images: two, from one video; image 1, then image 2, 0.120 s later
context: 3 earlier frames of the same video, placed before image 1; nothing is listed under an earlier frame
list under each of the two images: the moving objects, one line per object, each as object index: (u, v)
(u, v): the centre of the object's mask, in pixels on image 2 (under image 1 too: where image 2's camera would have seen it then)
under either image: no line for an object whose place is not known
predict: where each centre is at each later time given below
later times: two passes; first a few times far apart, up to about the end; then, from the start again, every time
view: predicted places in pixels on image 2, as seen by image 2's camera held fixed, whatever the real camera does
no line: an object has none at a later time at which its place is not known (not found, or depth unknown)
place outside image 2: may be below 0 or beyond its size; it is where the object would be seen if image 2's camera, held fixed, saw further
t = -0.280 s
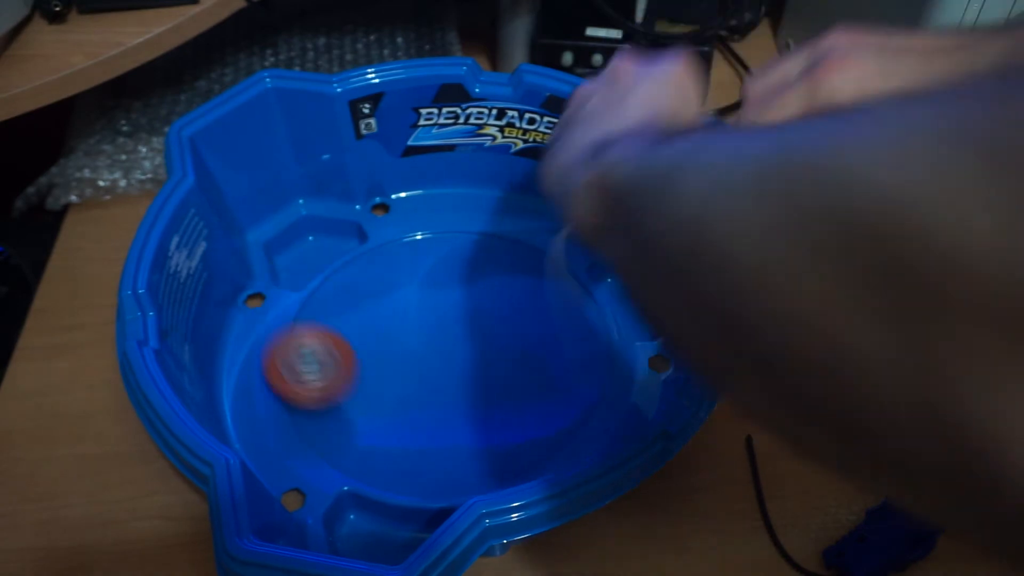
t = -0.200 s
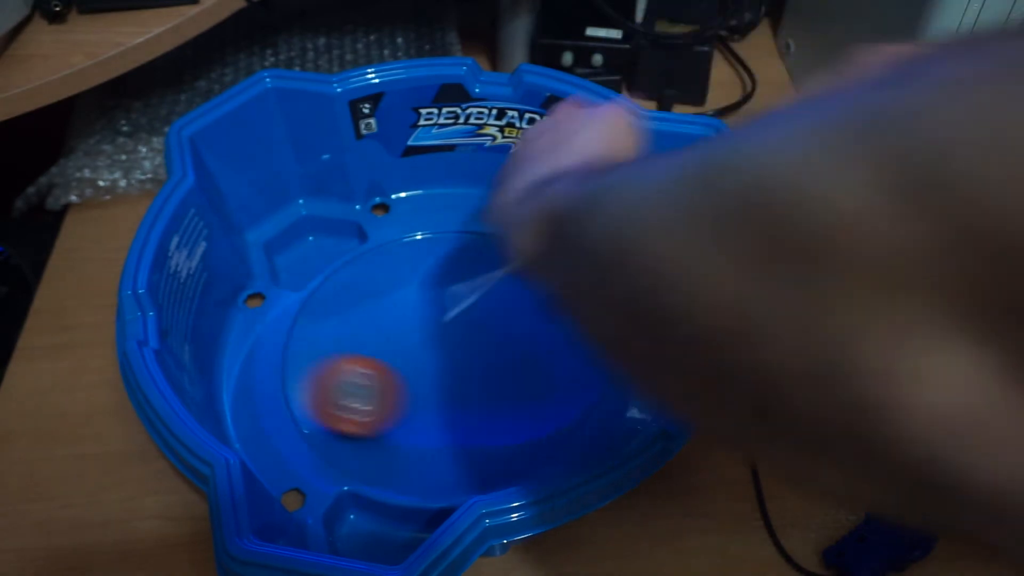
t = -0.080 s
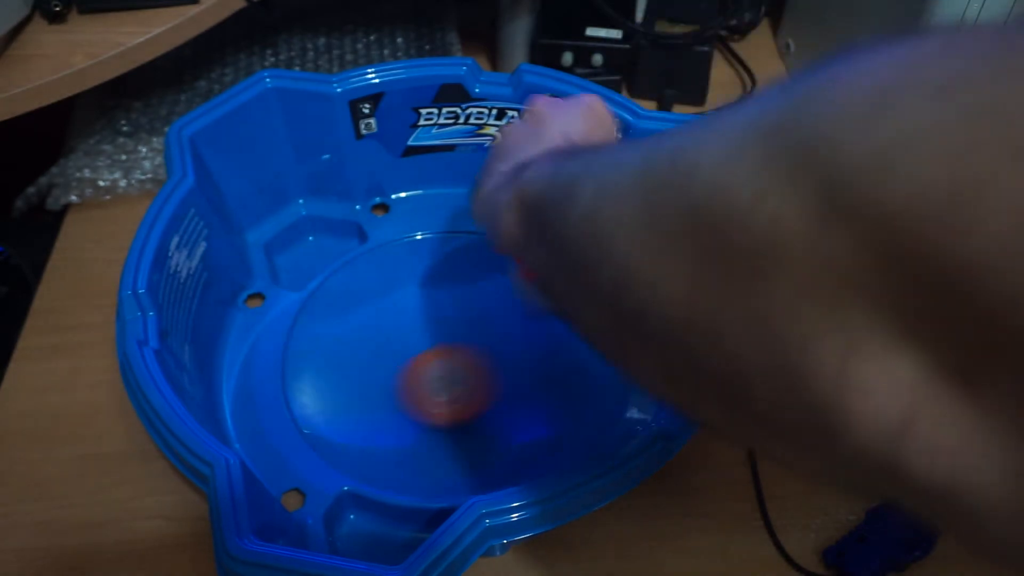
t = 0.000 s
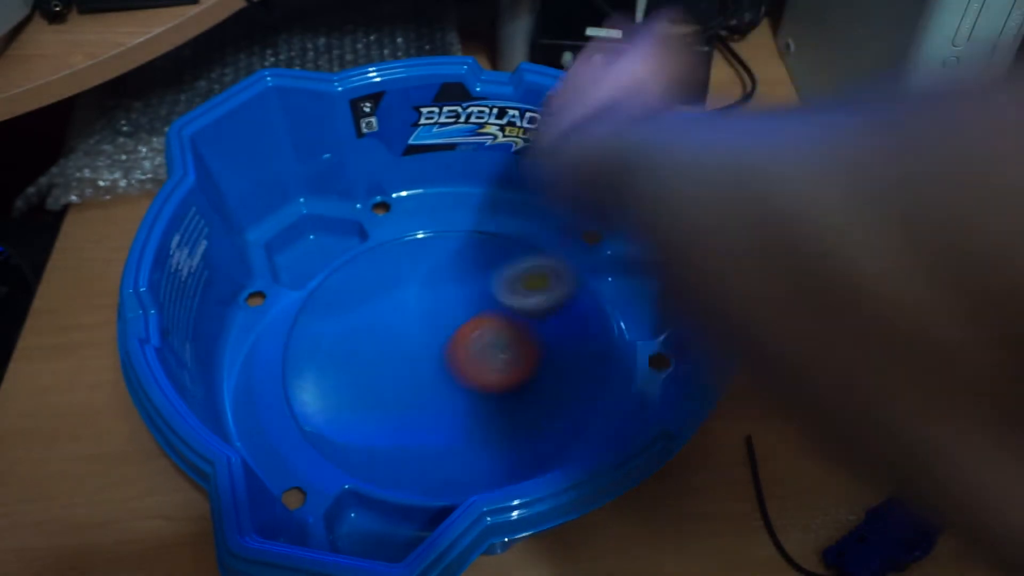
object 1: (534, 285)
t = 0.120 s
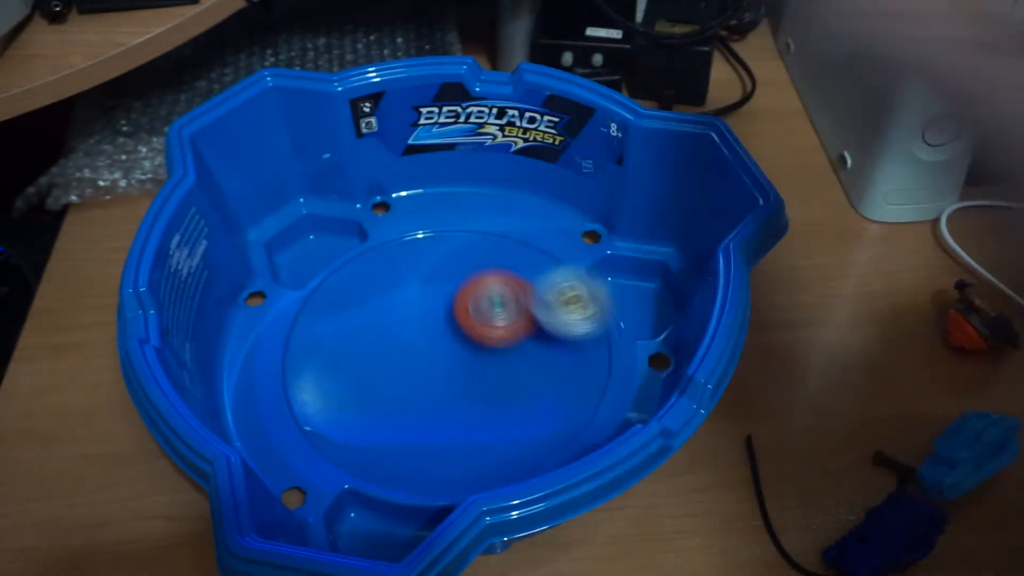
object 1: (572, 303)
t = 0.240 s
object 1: (612, 354)
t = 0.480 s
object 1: (497, 401)
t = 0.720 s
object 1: (521, 285)
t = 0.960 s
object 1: (578, 354)
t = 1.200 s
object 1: (566, 384)
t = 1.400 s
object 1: (500, 394)
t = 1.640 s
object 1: (521, 278)
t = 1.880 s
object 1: (565, 346)
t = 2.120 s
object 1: (373, 328)
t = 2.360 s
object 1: (346, 222)
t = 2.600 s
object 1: (304, 231)
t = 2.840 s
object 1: (299, 239)
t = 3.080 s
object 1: (310, 233)
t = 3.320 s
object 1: (295, 240)
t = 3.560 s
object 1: (311, 233)
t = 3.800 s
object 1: (301, 240)
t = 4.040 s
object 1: (298, 243)
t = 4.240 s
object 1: (300, 236)
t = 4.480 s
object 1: (309, 233)
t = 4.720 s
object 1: (293, 240)
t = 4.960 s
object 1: (307, 237)
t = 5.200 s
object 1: (310, 236)
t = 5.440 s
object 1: (308, 235)
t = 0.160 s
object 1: (586, 315)
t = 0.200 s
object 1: (599, 327)
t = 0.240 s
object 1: (612, 354)
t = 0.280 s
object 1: (632, 372)
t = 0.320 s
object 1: (628, 377)
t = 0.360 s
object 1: (612, 392)
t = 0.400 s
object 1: (587, 398)
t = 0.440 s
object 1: (546, 404)
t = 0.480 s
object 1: (497, 401)
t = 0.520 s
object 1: (450, 388)
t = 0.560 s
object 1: (415, 365)
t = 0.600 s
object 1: (423, 346)
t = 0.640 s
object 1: (454, 328)
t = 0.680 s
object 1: (487, 305)
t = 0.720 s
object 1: (521, 285)
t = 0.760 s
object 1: (556, 270)
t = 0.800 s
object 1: (579, 267)
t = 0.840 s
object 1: (585, 282)
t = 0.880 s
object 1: (587, 306)
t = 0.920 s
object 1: (585, 331)
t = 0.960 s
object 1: (578, 354)
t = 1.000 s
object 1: (560, 372)
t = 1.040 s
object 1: (531, 382)
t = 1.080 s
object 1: (508, 381)
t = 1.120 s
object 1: (529, 379)
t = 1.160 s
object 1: (552, 380)
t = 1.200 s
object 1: (566, 384)
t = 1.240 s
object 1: (571, 392)
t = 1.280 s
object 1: (557, 404)
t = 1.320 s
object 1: (537, 410)
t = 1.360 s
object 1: (516, 406)
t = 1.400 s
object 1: (500, 394)
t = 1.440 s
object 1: (489, 375)
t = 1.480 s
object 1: (485, 355)
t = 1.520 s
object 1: (487, 333)
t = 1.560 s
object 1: (493, 312)
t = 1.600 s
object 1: (505, 293)
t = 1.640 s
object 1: (521, 278)
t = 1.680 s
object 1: (540, 268)
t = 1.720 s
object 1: (559, 266)
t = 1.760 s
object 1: (575, 275)
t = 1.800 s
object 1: (585, 293)
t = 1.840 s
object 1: (582, 319)
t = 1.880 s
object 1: (565, 346)
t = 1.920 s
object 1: (537, 365)
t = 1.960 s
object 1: (502, 375)
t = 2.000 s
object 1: (465, 376)
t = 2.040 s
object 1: (428, 367)
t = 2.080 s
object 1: (397, 351)
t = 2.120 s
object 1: (373, 328)
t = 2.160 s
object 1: (357, 299)
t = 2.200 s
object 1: (348, 268)
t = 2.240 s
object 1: (337, 245)
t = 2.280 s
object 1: (343, 235)
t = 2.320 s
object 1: (346, 226)
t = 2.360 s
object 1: (346, 222)
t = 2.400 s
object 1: (332, 215)
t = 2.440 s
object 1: (309, 230)
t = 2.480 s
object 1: (303, 221)
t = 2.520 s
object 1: (313, 221)
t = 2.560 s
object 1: (311, 228)
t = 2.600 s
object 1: (304, 231)
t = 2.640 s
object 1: (299, 236)
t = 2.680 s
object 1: (294, 238)
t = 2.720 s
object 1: (293, 240)
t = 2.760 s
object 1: (293, 241)
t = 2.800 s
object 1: (295, 240)
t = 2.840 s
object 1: (299, 239)
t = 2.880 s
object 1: (302, 239)
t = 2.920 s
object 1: (307, 237)
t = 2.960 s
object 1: (308, 234)
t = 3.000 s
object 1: (309, 232)
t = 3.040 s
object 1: (311, 230)
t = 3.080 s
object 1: (310, 233)
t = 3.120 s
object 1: (309, 235)
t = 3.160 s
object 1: (305, 236)
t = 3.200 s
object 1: (300, 236)
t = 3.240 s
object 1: (301, 237)
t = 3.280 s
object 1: (301, 239)
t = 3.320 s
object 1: (295, 240)
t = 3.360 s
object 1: (297, 243)
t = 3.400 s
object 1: (294, 243)
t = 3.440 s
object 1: (297, 240)
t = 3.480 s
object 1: (301, 238)
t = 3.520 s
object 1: (307, 235)
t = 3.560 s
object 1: (311, 233)
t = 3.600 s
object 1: (314, 232)
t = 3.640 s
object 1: (313, 233)
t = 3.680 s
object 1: (311, 234)
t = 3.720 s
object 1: (308, 237)
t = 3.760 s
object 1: (304, 238)
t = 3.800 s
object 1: (301, 240)
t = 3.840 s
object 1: (298, 240)
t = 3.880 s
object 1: (295, 242)
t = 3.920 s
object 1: (294, 243)
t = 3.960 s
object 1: (295, 244)
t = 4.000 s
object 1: (297, 244)
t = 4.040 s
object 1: (298, 243)
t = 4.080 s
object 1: (295, 239)
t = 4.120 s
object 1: (297, 237)
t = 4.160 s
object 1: (301, 238)
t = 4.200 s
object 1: (304, 239)
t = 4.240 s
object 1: (300, 236)
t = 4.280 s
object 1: (301, 234)
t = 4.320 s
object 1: (305, 235)
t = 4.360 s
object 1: (308, 235)
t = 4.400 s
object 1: (308, 235)
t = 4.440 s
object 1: (308, 234)
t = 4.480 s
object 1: (309, 233)
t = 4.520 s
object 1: (308, 232)
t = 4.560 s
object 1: (309, 232)
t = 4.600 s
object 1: (308, 234)
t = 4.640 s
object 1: (306, 238)
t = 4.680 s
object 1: (298, 240)
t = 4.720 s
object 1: (293, 240)
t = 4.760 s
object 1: (294, 243)
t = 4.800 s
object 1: (295, 244)
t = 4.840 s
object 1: (296, 245)
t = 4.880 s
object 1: (294, 244)
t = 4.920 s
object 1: (300, 242)
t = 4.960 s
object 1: (307, 237)
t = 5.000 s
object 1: (315, 233)
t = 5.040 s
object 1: (311, 237)
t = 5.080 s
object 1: (299, 241)
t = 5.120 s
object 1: (302, 238)
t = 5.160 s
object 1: (303, 237)
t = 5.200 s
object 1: (310, 236)
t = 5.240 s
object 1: (313, 235)
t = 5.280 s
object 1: (314, 235)
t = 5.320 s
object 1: (313, 236)
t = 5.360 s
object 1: (310, 236)
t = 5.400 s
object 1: (309, 235)
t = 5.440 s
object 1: (308, 235)
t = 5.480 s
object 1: (306, 236)
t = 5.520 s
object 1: (302, 238)
